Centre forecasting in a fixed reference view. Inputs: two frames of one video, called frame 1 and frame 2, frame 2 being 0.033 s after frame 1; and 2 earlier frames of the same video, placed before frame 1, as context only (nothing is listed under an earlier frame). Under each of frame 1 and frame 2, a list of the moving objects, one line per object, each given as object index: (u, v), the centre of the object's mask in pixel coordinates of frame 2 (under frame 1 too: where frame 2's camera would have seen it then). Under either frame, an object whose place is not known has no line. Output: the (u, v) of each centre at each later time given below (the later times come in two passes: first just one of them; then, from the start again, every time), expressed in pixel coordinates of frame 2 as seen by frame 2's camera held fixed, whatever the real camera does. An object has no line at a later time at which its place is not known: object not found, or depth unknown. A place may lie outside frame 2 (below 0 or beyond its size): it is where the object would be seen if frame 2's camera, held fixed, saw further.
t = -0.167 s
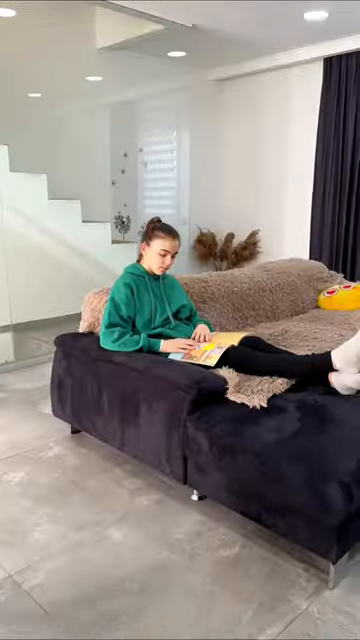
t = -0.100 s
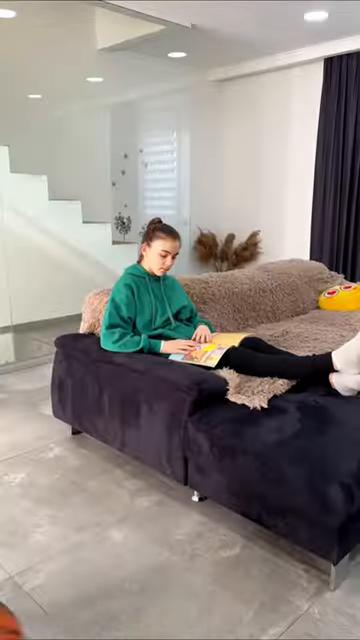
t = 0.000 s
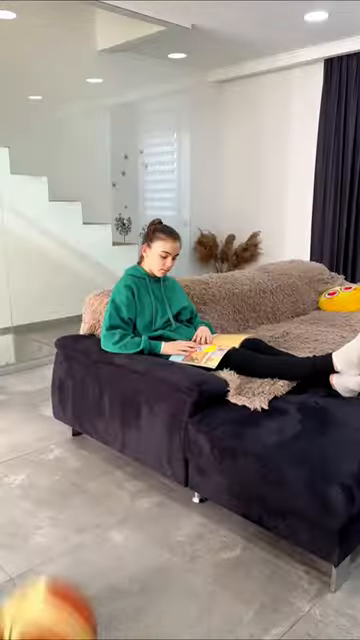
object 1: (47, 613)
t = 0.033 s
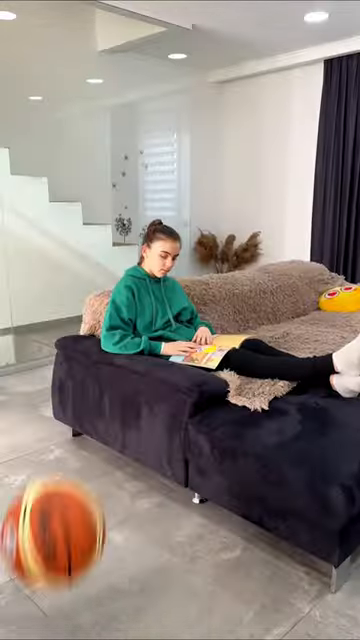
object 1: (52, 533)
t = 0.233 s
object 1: (100, 222)
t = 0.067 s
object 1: (64, 440)
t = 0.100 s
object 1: (71, 388)
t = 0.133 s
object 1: (79, 323)
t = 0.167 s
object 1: (86, 287)
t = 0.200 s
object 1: (94, 244)
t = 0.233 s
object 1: (100, 222)
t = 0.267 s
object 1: (108, 203)
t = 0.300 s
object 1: (116, 192)
